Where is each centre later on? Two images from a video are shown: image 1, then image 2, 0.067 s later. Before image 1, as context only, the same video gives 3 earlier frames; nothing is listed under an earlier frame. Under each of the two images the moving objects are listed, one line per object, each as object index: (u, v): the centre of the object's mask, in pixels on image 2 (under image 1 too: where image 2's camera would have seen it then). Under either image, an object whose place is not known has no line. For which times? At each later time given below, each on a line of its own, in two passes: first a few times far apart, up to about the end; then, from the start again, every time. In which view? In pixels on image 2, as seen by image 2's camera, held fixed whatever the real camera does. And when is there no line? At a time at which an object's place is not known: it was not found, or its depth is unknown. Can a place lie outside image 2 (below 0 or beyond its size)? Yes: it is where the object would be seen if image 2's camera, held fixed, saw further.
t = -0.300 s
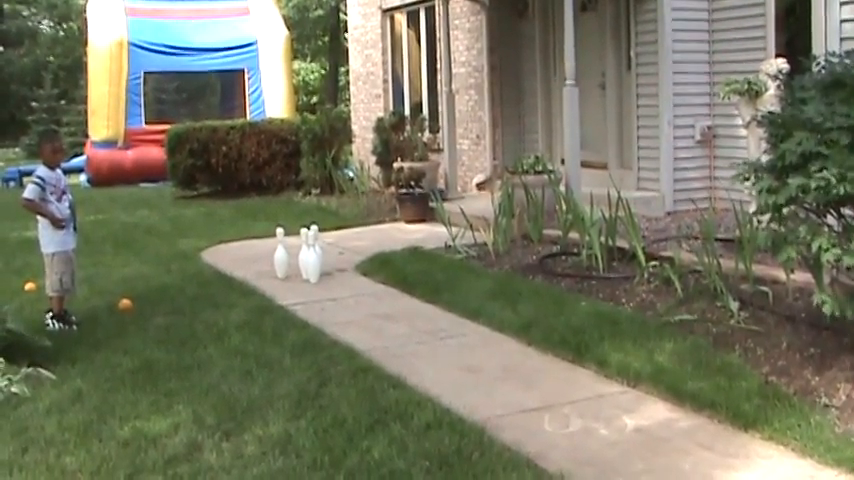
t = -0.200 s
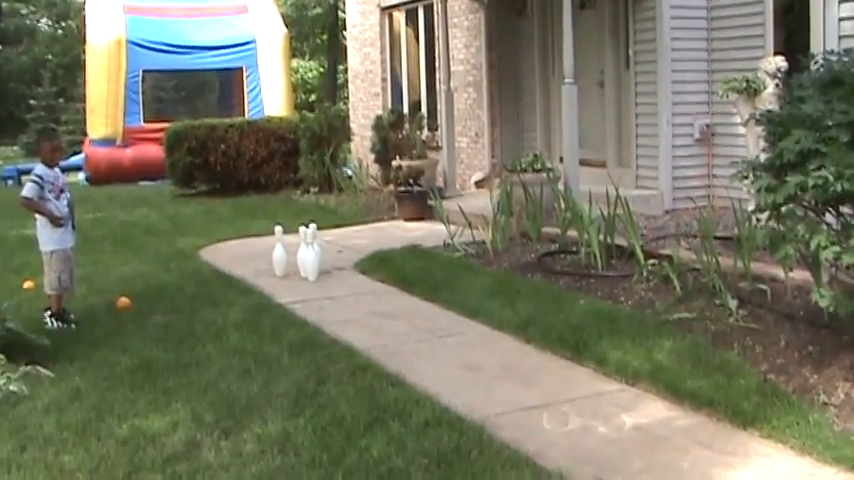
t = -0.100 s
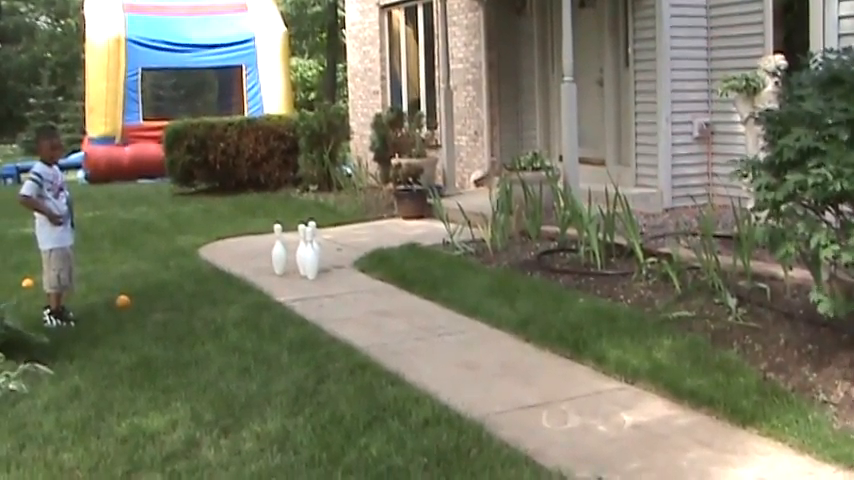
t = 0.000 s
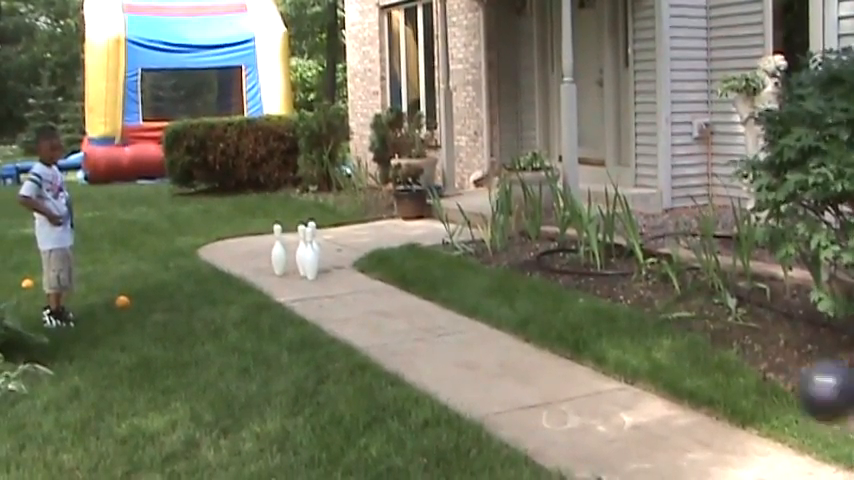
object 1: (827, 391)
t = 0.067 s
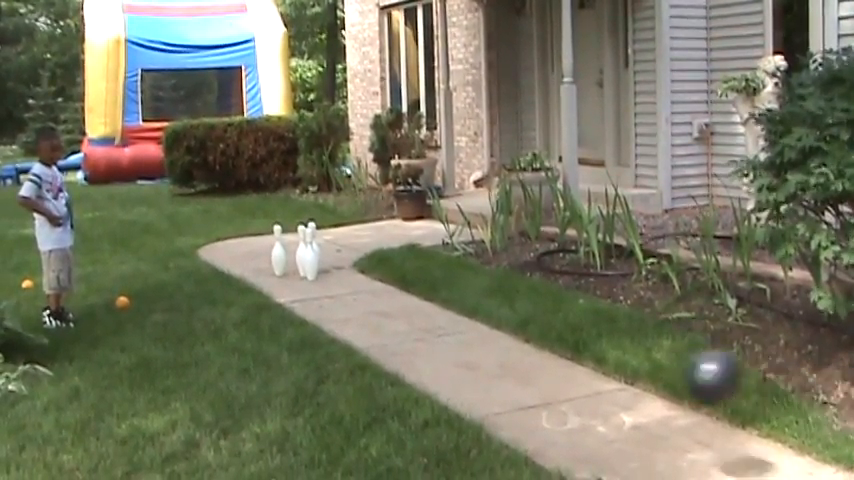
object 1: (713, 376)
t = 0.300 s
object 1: (473, 354)
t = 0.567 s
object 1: (355, 305)
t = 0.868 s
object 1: (279, 260)
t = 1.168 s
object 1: (230, 251)
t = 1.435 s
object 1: (195, 239)
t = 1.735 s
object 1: (160, 231)
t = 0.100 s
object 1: (665, 376)
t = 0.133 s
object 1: (622, 377)
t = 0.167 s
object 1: (584, 380)
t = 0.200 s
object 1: (550, 386)
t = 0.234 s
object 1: (521, 375)
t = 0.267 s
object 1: (495, 360)
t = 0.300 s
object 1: (473, 354)
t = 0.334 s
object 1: (455, 350)
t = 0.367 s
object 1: (437, 342)
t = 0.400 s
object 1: (420, 334)
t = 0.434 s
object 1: (405, 328)
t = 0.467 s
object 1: (391, 320)
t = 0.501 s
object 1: (378, 316)
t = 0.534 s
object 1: (367, 310)
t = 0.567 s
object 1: (355, 305)
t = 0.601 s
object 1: (344, 300)
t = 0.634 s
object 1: (334, 295)
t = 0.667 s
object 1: (326, 289)
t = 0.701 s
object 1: (317, 286)
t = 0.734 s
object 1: (309, 285)
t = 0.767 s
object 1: (300, 275)
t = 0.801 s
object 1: (293, 270)
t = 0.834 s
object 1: (287, 264)
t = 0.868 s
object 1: (279, 260)
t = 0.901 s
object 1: (273, 258)
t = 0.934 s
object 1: (267, 258)
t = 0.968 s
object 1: (261, 259)
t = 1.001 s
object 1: (256, 263)
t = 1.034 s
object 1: (250, 260)
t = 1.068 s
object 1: (245, 258)
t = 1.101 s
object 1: (240, 255)
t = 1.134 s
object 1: (234, 254)
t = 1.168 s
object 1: (230, 251)
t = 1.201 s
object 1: (225, 249)
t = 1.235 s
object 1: (220, 247)
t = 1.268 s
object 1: (216, 247)
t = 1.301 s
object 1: (211, 245)
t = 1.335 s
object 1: (207, 243)
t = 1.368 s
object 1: (203, 241)
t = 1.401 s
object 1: (198, 240)
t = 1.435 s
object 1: (195, 239)
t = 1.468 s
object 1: (191, 238)
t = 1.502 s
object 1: (186, 236)
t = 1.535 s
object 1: (183, 235)
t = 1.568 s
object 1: (179, 235)
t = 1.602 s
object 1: (175, 234)
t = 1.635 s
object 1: (171, 233)
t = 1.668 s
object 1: (167, 232)
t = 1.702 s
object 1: (163, 232)
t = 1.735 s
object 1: (160, 231)
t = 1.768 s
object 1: (157, 230)
